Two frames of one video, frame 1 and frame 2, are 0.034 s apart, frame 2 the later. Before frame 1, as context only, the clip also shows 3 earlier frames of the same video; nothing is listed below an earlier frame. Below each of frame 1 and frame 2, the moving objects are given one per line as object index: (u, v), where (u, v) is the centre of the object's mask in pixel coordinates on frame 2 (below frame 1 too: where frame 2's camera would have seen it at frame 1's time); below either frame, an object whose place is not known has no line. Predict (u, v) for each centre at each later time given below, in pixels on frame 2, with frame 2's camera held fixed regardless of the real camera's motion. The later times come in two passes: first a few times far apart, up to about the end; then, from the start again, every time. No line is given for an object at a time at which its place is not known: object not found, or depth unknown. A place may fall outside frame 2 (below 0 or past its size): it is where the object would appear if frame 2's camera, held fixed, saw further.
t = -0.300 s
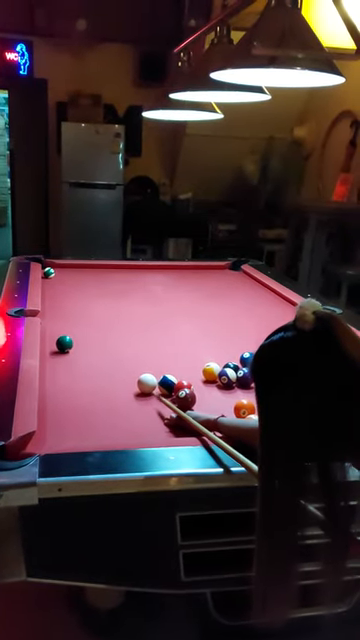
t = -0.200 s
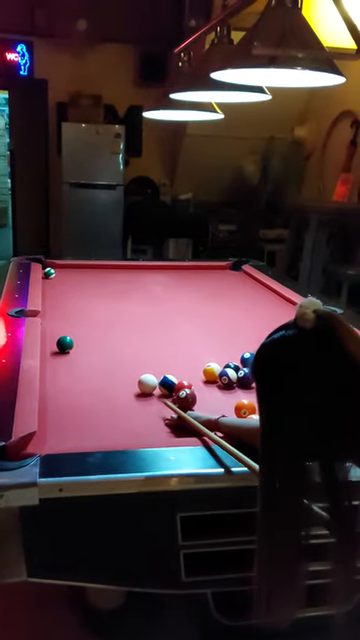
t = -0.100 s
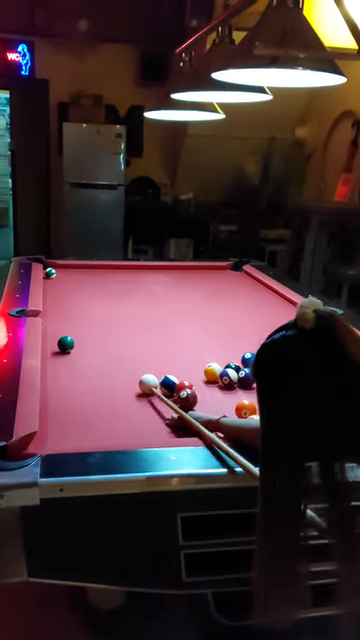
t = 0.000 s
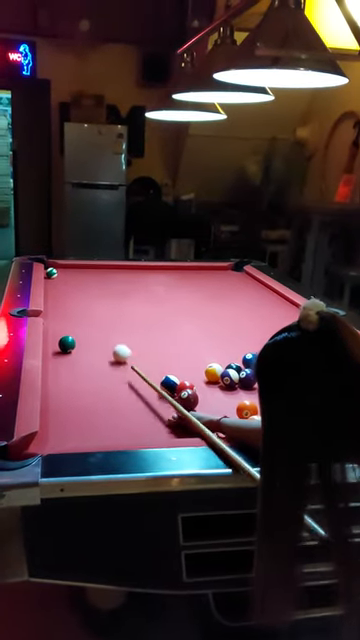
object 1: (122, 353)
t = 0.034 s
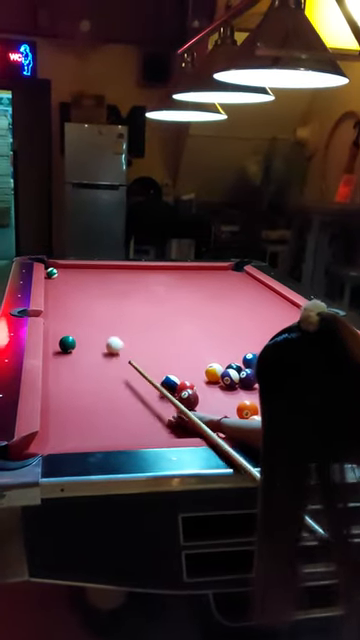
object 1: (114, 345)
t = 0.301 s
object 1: (74, 303)
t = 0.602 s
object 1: (50, 276)
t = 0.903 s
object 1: (55, 272)
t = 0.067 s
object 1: (107, 338)
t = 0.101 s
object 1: (101, 332)
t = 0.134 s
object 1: (96, 326)
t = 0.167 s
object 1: (91, 321)
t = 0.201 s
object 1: (86, 316)
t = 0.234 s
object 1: (82, 311)
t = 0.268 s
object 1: (78, 307)
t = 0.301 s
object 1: (74, 303)
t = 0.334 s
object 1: (71, 300)
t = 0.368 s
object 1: (67, 297)
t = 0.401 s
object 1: (64, 293)
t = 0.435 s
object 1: (61, 290)
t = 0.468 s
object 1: (59, 287)
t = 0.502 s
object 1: (56, 284)
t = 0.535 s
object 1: (53, 281)
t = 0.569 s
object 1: (50, 279)
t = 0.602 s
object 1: (50, 276)
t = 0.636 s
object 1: (51, 276)
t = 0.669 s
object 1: (51, 275)
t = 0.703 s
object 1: (52, 275)
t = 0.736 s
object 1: (53, 275)
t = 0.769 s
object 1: (53, 274)
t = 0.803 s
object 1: (54, 274)
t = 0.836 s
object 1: (54, 273)
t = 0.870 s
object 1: (55, 272)
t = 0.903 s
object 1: (55, 272)
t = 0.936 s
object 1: (55, 272)
